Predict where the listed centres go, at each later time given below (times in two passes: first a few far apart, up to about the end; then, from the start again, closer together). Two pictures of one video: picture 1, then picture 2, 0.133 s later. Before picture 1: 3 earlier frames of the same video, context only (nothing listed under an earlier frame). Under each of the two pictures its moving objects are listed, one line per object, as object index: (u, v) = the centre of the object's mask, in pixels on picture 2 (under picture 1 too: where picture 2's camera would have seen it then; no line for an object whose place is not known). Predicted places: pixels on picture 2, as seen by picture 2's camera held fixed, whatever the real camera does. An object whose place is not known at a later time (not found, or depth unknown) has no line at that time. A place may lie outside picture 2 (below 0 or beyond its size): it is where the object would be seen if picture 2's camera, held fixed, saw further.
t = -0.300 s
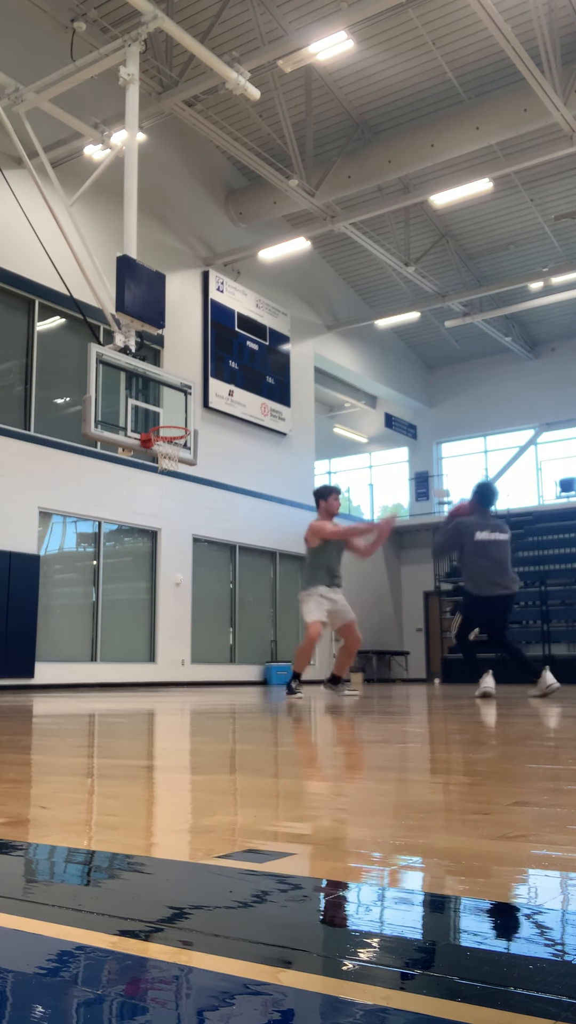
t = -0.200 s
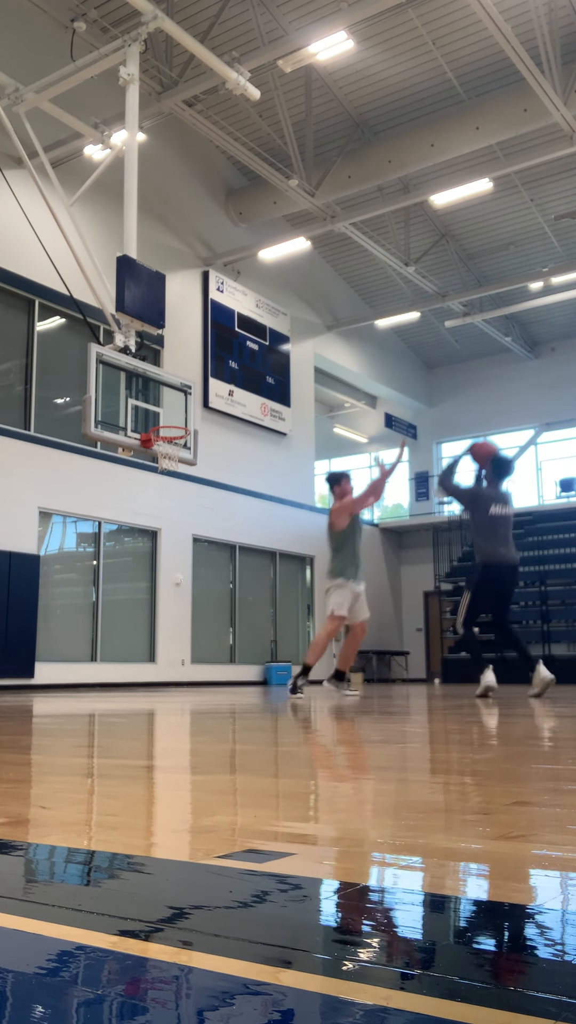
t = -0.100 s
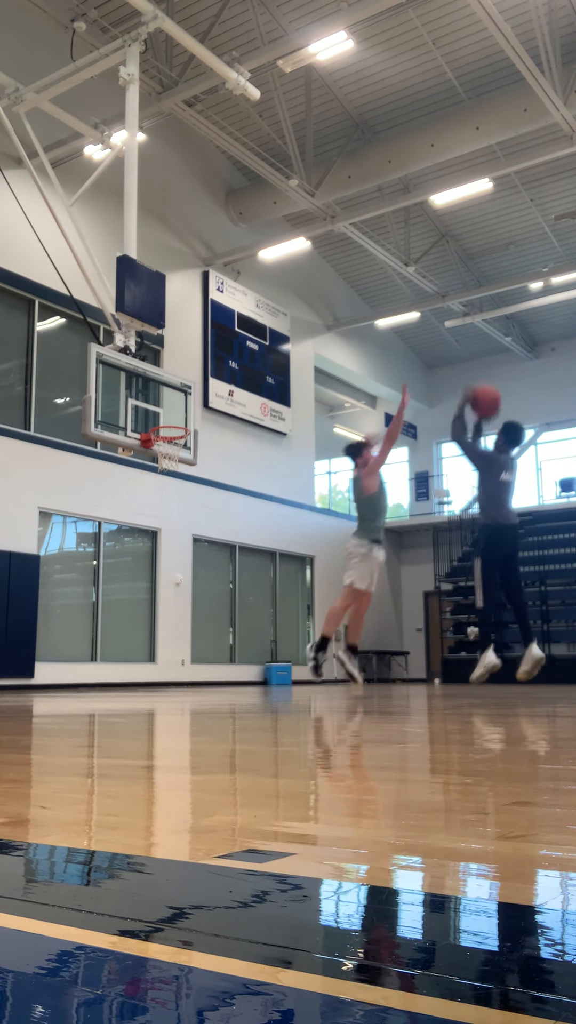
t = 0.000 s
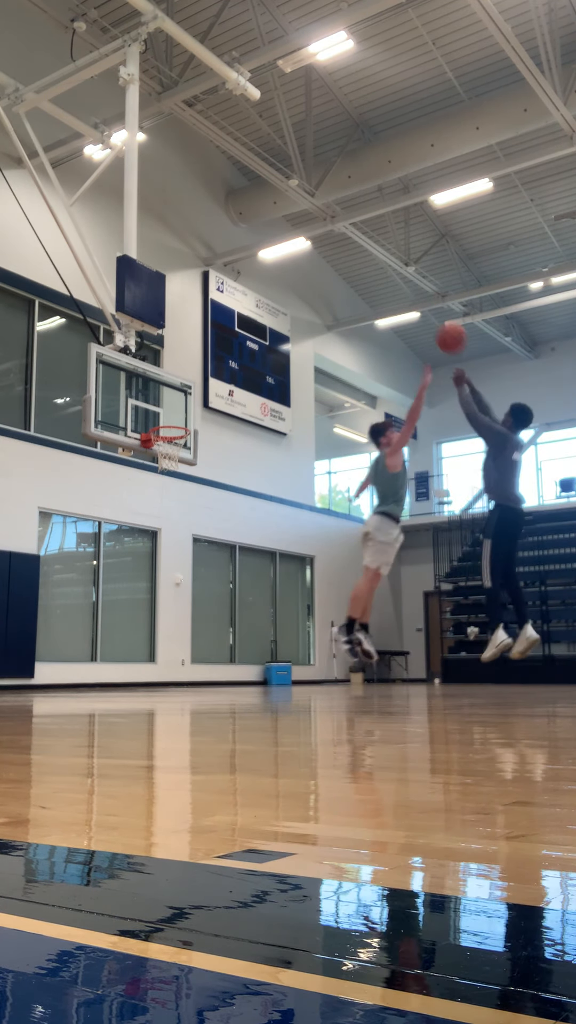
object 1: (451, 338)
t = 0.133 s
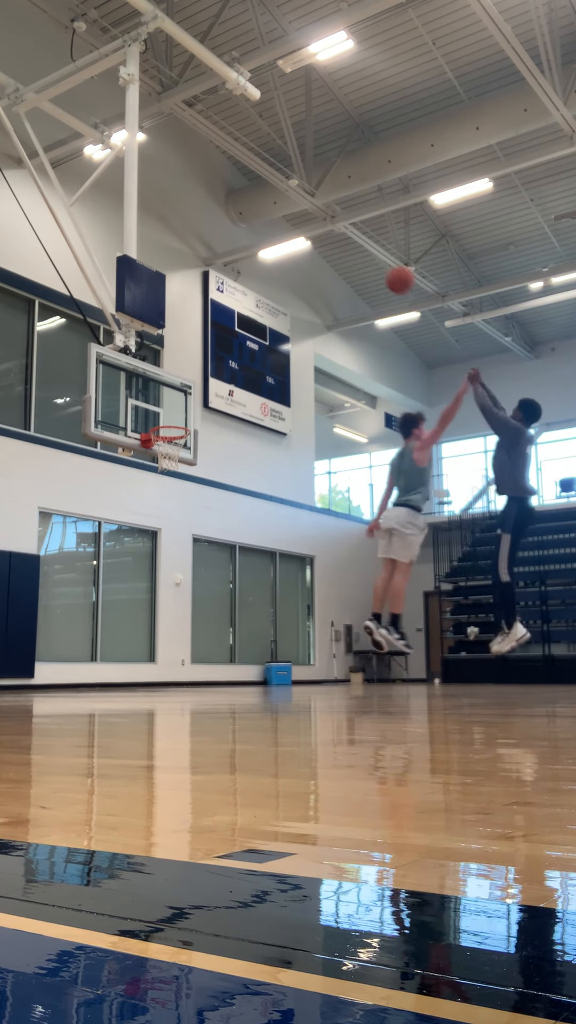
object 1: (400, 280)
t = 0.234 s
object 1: (366, 254)
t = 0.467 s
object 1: (302, 238)
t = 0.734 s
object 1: (243, 280)
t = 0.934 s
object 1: (206, 343)
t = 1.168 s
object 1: (169, 441)
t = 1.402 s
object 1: (226, 517)
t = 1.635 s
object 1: (284, 642)
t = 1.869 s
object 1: (342, 605)
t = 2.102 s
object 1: (400, 536)
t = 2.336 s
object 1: (461, 514)
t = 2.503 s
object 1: (508, 525)
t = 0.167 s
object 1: (388, 270)
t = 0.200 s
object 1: (377, 262)
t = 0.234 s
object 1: (366, 254)
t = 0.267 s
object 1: (356, 248)
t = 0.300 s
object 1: (346, 244)
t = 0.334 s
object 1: (336, 241)
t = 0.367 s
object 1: (328, 238)
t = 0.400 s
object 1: (318, 237)
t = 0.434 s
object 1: (310, 237)
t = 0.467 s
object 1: (302, 238)
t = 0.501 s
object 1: (294, 241)
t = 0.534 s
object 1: (285, 244)
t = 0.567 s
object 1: (278, 248)
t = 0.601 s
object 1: (270, 253)
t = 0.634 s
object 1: (262, 260)
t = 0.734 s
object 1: (243, 280)
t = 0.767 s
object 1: (236, 289)
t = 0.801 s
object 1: (229, 299)
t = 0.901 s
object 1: (212, 331)
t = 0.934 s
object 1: (206, 343)
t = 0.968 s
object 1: (200, 355)
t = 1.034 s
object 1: (188, 383)
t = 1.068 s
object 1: (183, 397)
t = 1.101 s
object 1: (177, 412)
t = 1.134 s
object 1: (173, 428)
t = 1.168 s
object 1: (169, 441)
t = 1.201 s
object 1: (178, 449)
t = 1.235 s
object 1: (185, 459)
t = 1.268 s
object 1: (193, 469)
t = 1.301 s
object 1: (201, 479)
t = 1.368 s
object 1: (217, 504)
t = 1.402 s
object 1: (226, 517)
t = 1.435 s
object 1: (234, 531)
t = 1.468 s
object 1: (243, 548)
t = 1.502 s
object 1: (251, 564)
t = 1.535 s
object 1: (259, 582)
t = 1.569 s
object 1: (268, 601)
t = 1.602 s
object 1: (276, 620)
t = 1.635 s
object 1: (284, 642)
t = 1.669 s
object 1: (293, 663)
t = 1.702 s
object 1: (301, 682)
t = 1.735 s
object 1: (310, 665)
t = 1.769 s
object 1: (318, 649)
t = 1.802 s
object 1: (325, 633)
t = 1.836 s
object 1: (334, 618)
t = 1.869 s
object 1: (342, 605)
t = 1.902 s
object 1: (350, 592)
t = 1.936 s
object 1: (358, 581)
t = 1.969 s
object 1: (366, 570)
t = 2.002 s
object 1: (374, 560)
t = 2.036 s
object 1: (383, 551)
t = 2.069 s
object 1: (391, 543)
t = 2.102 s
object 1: (400, 536)
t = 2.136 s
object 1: (408, 530)
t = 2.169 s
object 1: (417, 525)
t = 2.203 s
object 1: (426, 520)
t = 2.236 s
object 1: (434, 517)
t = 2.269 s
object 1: (442, 515)
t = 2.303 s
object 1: (452, 514)
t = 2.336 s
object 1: (461, 514)
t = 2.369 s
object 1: (470, 514)
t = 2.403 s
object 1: (479, 516)
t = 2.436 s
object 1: (489, 519)
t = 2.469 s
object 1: (498, 521)
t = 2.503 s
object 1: (508, 525)
